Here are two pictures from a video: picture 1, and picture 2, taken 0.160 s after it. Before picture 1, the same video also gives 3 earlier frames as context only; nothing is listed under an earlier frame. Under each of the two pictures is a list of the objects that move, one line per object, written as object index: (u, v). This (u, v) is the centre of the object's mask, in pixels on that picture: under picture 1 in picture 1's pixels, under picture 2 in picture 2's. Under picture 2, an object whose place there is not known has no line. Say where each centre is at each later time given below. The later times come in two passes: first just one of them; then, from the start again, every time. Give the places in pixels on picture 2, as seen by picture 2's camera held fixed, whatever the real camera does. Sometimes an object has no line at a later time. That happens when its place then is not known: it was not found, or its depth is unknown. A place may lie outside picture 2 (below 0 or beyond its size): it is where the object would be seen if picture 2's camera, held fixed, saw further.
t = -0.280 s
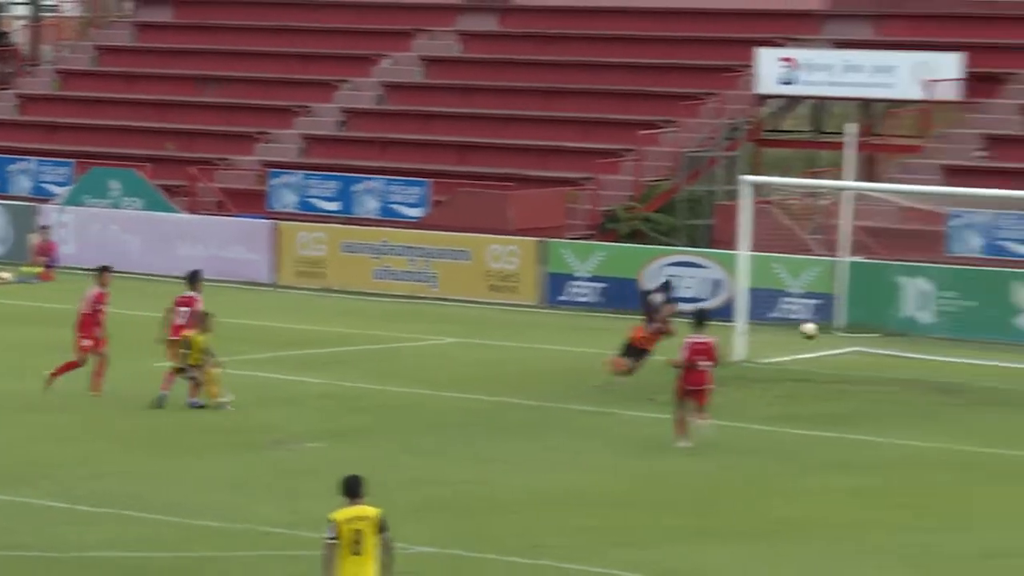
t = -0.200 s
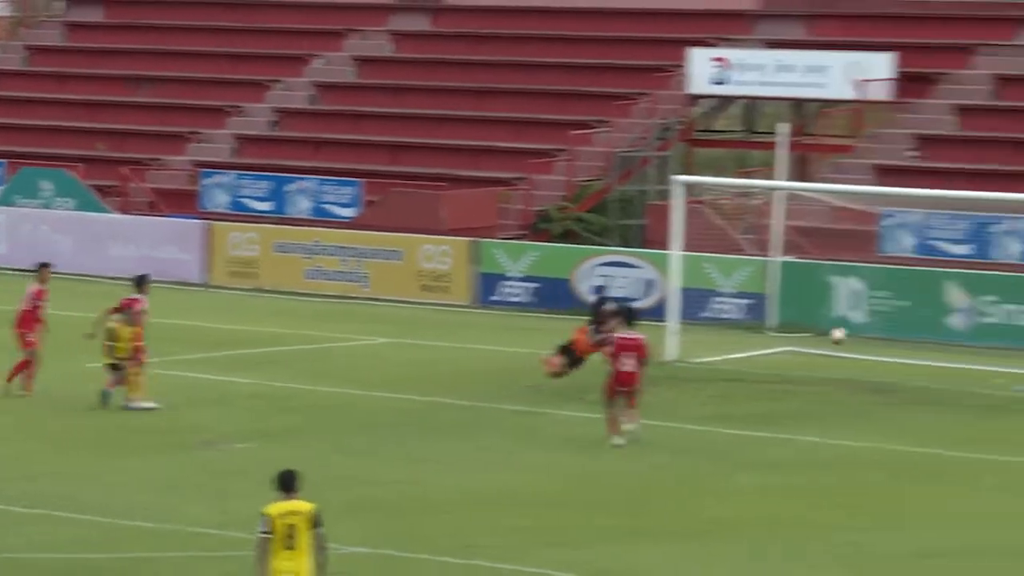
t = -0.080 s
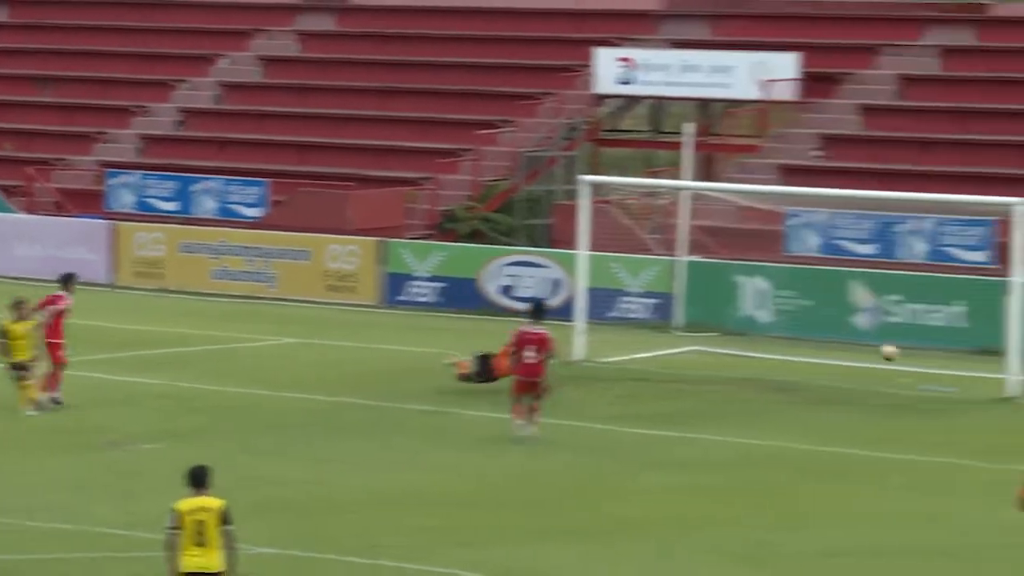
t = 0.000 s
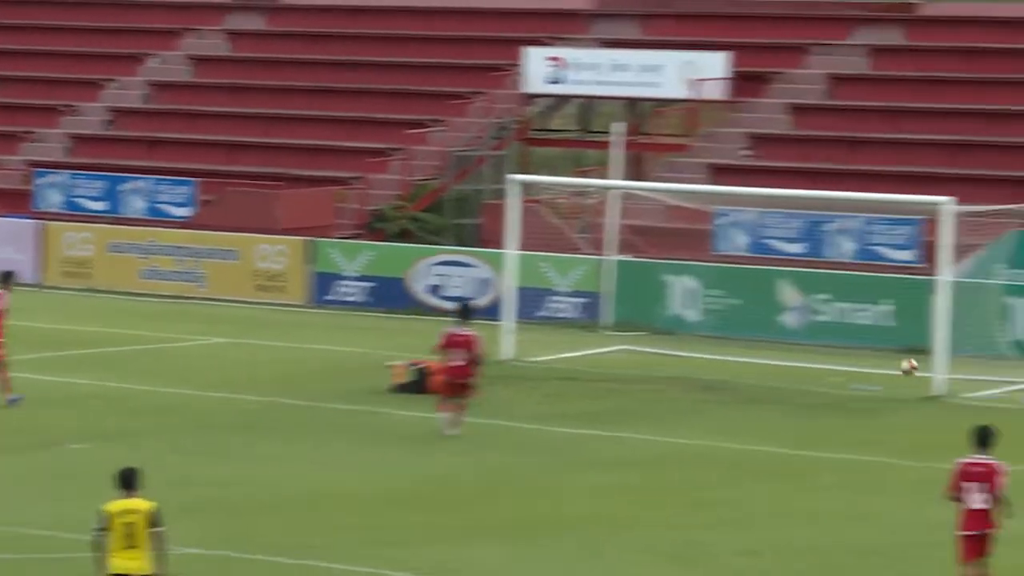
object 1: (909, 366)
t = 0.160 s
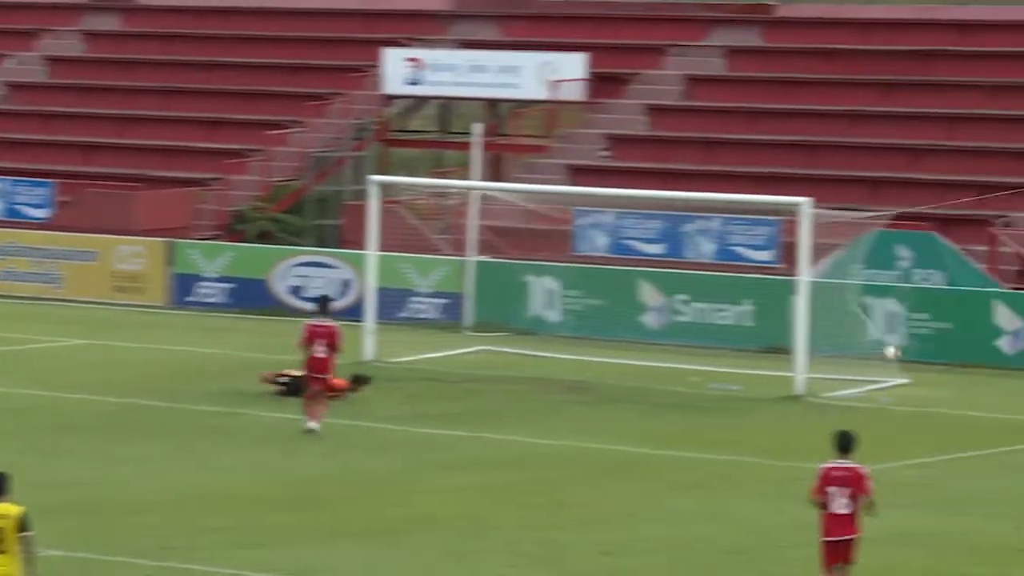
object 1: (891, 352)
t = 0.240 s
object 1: (905, 340)
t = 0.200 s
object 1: (902, 346)
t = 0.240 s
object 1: (905, 340)
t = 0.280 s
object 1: (901, 338)
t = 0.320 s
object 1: (894, 333)
